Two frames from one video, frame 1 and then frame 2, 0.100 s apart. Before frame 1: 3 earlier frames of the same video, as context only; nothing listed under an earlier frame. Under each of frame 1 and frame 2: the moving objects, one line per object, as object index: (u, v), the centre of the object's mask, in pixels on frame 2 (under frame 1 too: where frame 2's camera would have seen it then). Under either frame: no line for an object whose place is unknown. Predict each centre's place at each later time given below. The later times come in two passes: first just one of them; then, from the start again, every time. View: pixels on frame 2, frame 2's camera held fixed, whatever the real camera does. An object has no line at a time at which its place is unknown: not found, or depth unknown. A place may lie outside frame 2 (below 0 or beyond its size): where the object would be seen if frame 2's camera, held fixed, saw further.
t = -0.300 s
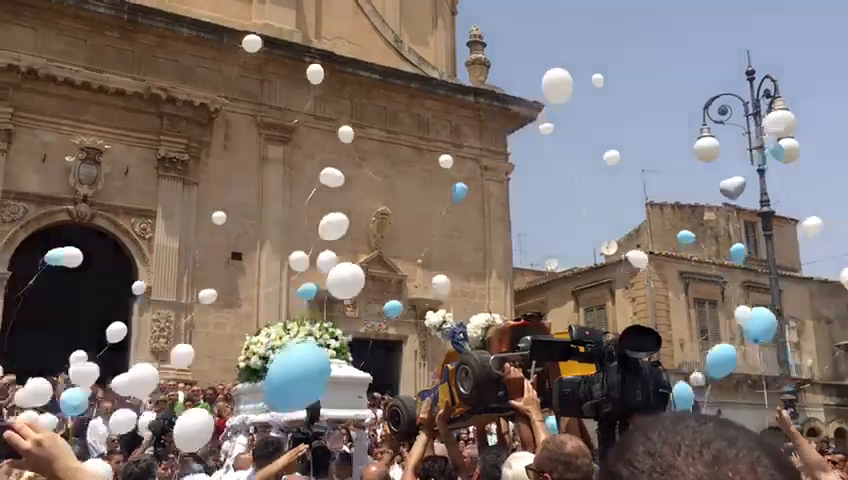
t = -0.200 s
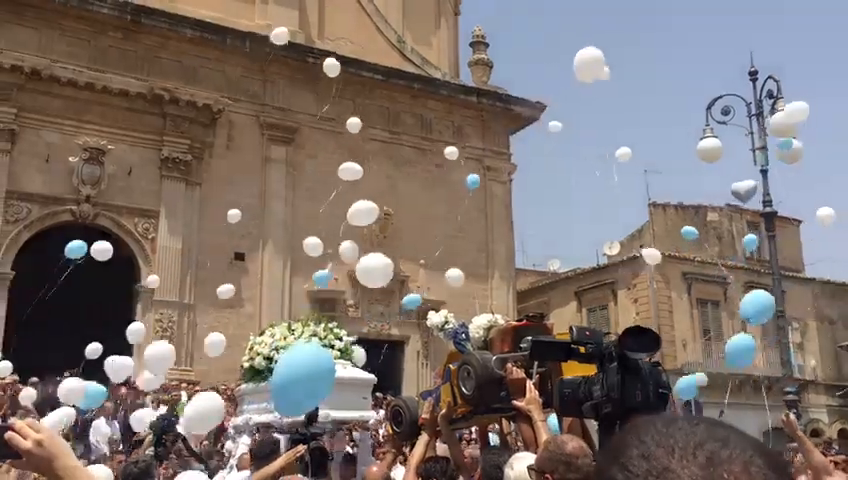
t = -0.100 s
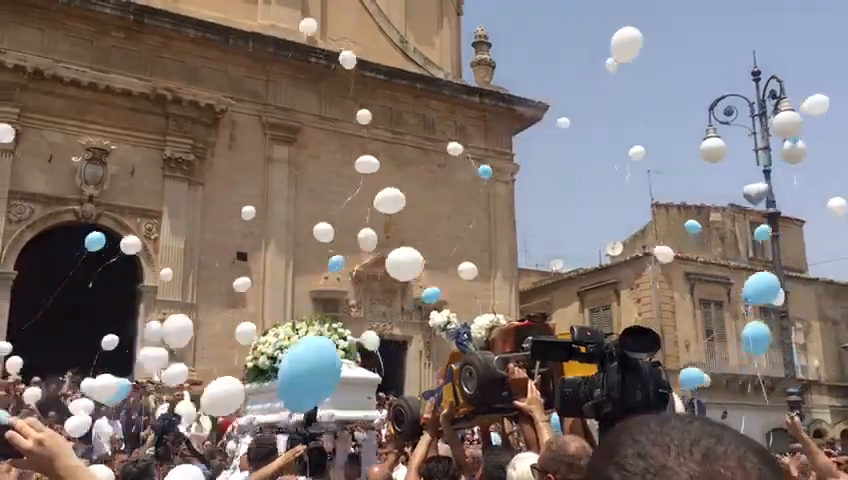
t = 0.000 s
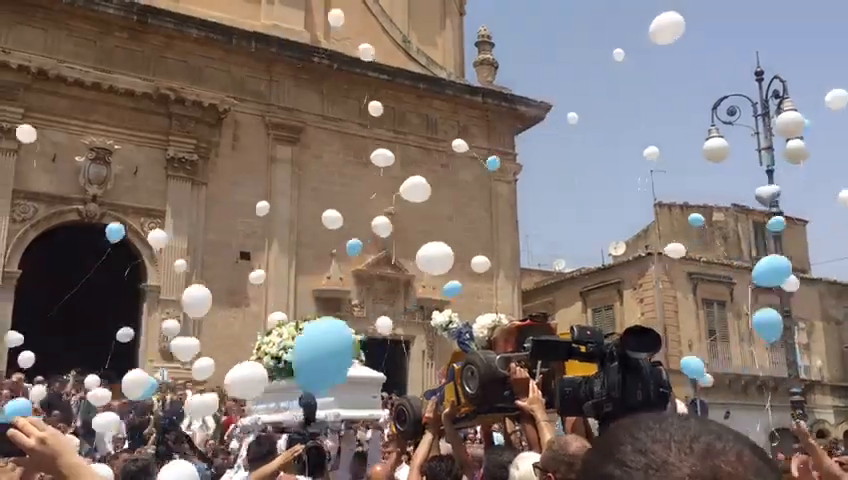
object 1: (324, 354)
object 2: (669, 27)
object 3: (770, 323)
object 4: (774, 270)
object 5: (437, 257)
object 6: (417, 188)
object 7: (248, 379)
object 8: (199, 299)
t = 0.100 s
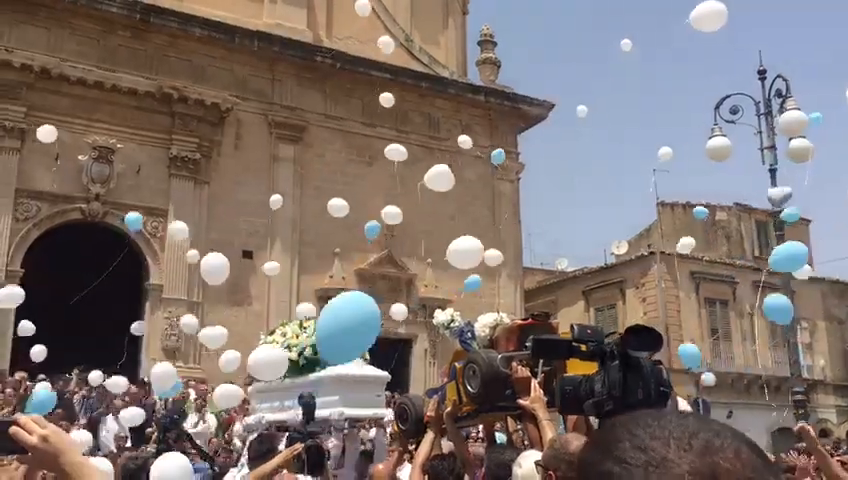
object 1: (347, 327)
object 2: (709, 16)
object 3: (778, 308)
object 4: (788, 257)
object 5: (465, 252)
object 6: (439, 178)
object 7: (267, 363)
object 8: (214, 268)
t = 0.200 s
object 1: (382, 297)
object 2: (748, 12)
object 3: (786, 294)
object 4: (807, 250)
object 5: (493, 248)
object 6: (460, 168)
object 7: (291, 344)
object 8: (229, 237)
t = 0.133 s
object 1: (357, 317)
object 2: (722, 14)
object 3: (781, 304)
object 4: (795, 254)
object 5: (474, 251)
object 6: (446, 175)
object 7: (274, 356)
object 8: (219, 258)
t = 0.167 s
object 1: (369, 307)
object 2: (735, 13)
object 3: (784, 299)
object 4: (801, 251)
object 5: (484, 249)
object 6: (453, 172)
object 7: (283, 350)
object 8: (225, 247)
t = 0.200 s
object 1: (382, 297)
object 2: (748, 12)
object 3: (786, 294)
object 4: (807, 250)
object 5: (493, 248)
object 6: (460, 168)
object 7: (291, 344)
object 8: (229, 237)
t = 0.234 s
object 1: (396, 287)
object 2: (762, 12)
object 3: (789, 291)
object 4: (814, 248)
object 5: (502, 246)
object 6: (467, 165)
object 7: (301, 338)
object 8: (234, 227)
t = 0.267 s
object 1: (410, 277)
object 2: (775, 12)
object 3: (792, 287)
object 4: (820, 247)
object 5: (511, 244)
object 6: (474, 162)
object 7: (311, 331)
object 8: (239, 217)
